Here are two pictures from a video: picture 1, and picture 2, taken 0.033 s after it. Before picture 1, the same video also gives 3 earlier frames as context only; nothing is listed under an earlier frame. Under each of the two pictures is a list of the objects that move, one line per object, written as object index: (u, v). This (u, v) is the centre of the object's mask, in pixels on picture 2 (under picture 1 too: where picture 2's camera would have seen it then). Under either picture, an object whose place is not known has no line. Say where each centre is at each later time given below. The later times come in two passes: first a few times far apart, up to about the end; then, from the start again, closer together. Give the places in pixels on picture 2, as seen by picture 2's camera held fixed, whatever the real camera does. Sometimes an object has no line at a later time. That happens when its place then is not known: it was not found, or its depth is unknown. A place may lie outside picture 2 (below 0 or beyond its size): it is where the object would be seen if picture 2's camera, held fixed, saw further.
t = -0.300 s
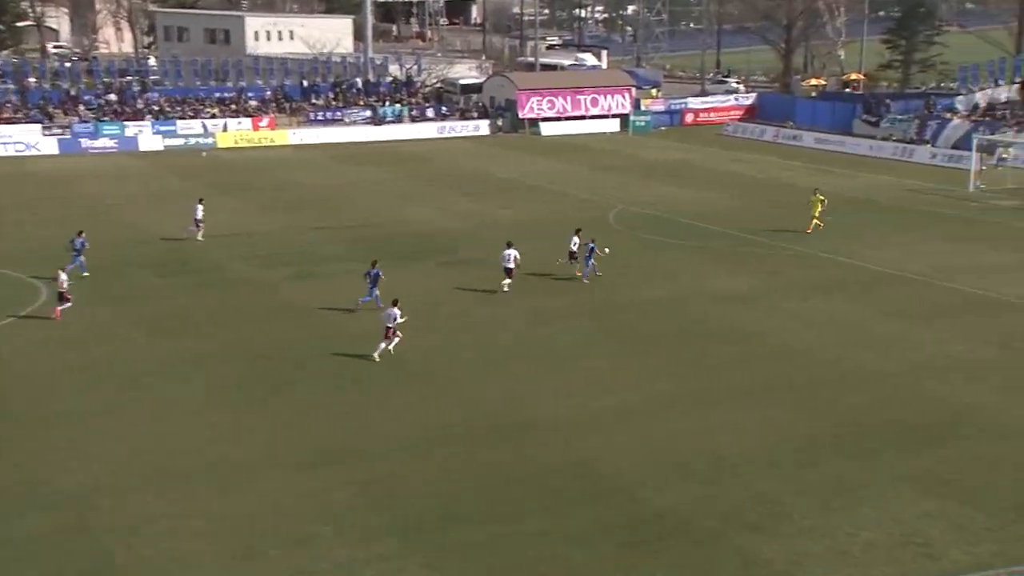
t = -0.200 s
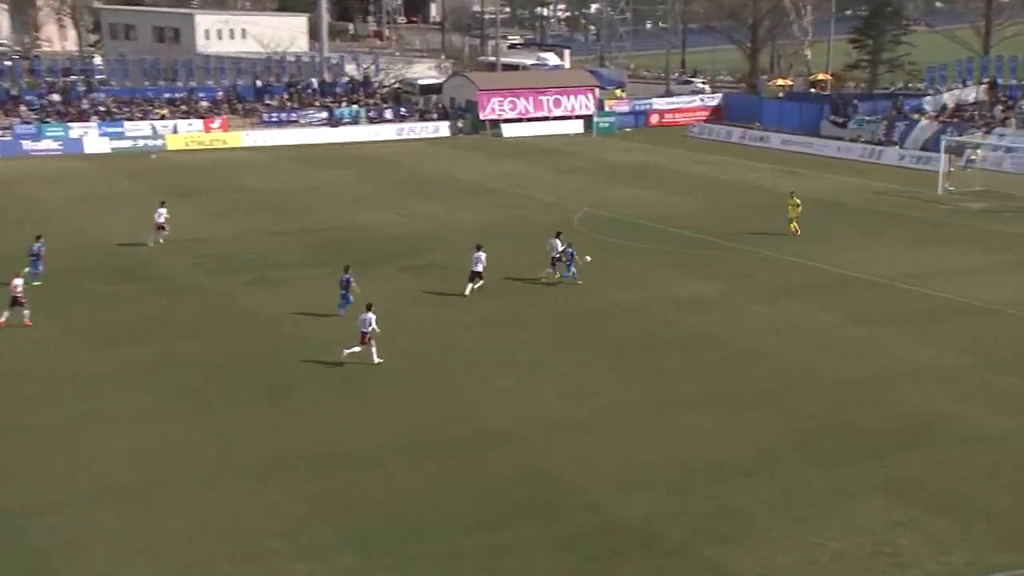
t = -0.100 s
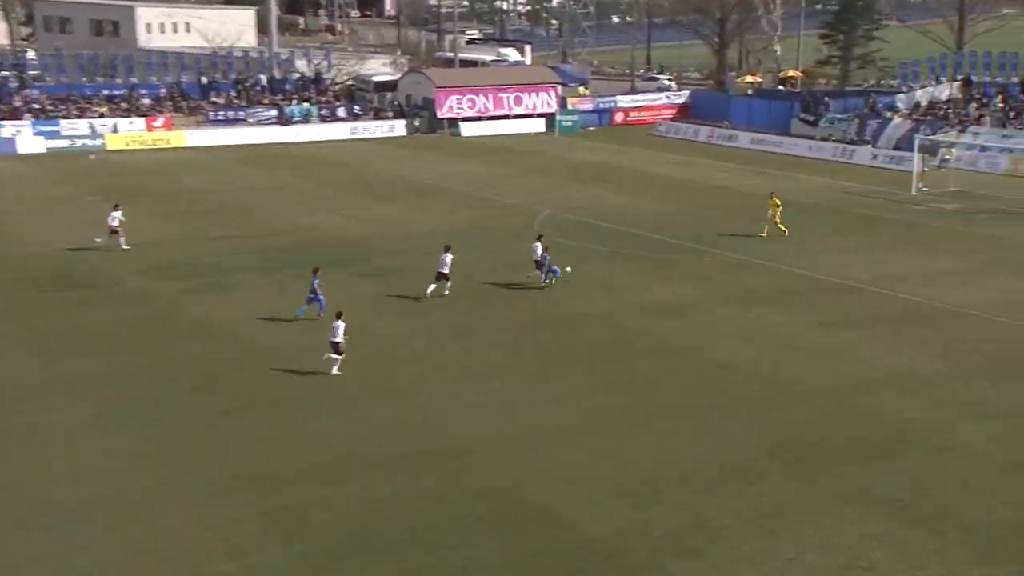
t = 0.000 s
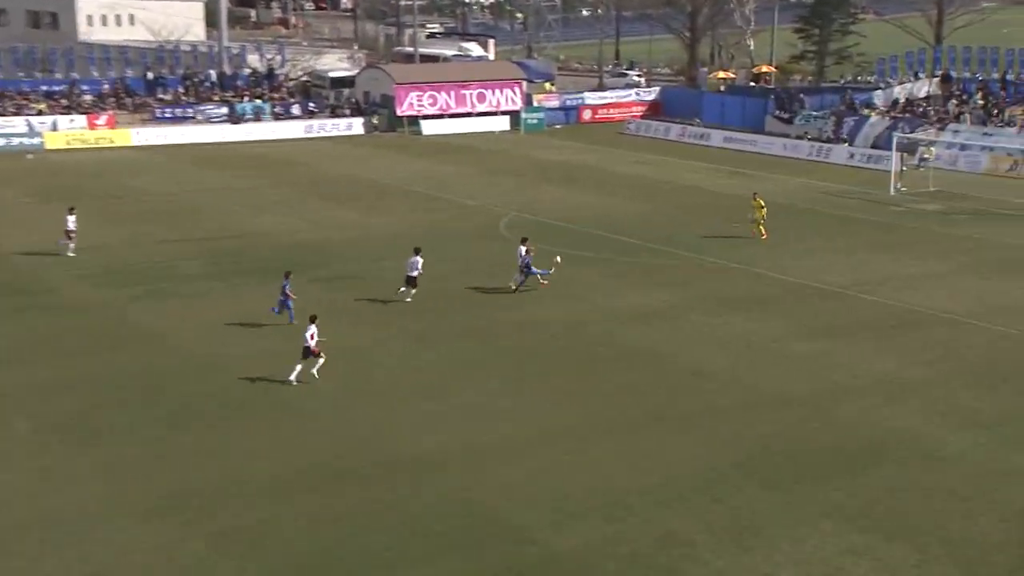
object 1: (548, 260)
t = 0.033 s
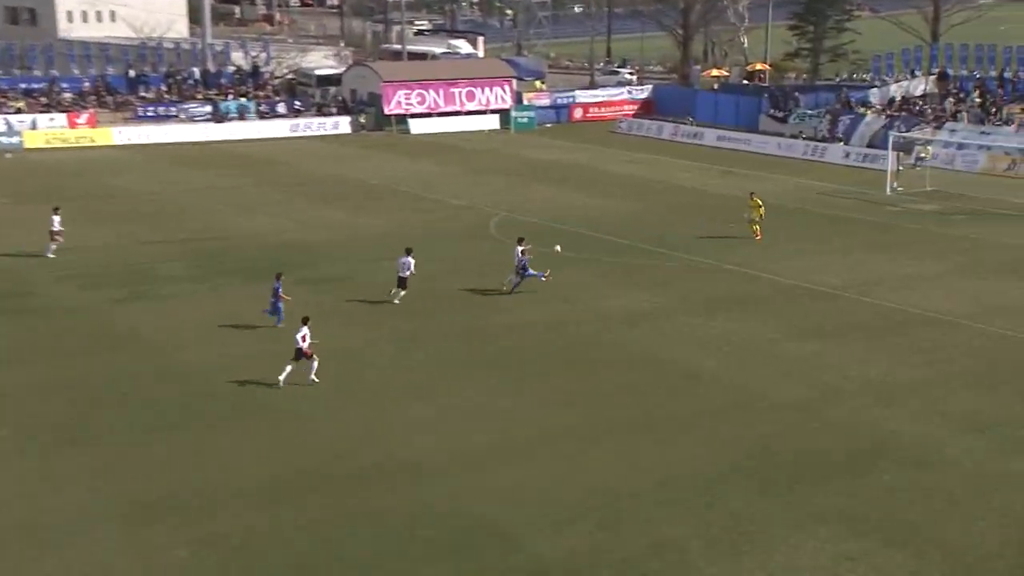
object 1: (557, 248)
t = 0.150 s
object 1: (585, 213)
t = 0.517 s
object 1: (655, 151)
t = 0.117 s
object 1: (578, 223)
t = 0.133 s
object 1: (582, 218)
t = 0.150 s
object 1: (585, 213)
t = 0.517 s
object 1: (655, 151)
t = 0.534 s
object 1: (658, 150)
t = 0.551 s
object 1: (660, 147)
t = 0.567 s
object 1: (663, 147)
